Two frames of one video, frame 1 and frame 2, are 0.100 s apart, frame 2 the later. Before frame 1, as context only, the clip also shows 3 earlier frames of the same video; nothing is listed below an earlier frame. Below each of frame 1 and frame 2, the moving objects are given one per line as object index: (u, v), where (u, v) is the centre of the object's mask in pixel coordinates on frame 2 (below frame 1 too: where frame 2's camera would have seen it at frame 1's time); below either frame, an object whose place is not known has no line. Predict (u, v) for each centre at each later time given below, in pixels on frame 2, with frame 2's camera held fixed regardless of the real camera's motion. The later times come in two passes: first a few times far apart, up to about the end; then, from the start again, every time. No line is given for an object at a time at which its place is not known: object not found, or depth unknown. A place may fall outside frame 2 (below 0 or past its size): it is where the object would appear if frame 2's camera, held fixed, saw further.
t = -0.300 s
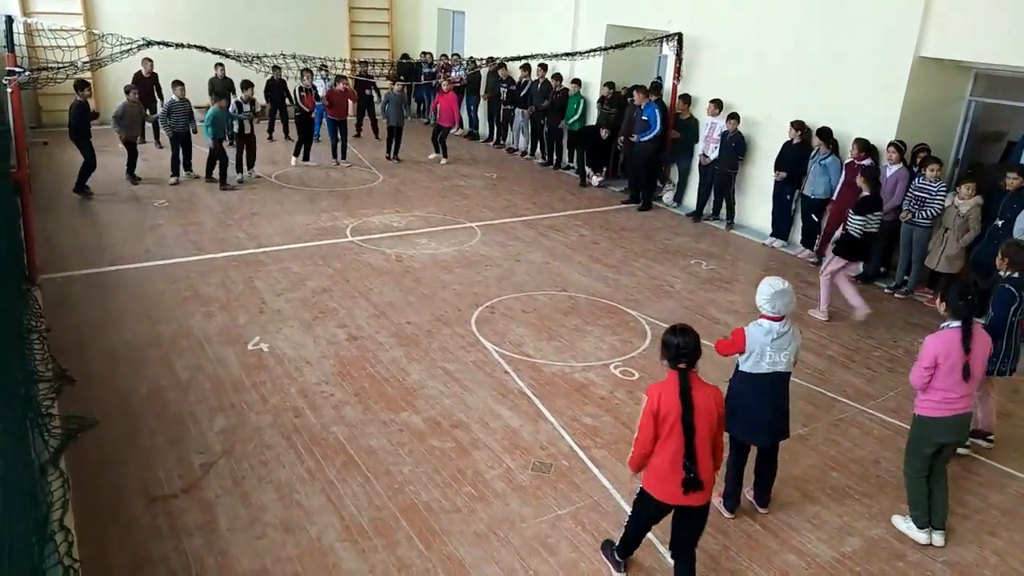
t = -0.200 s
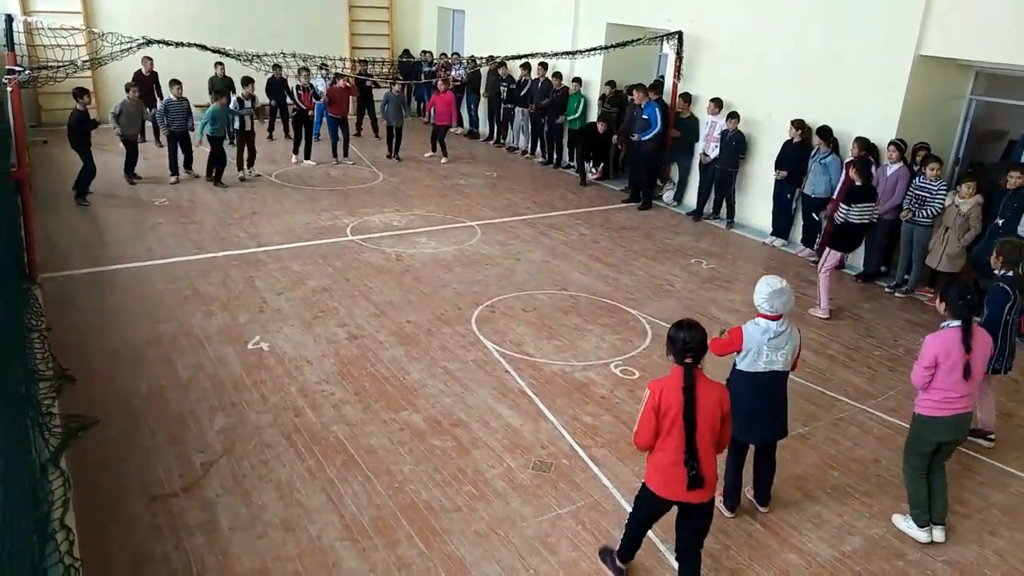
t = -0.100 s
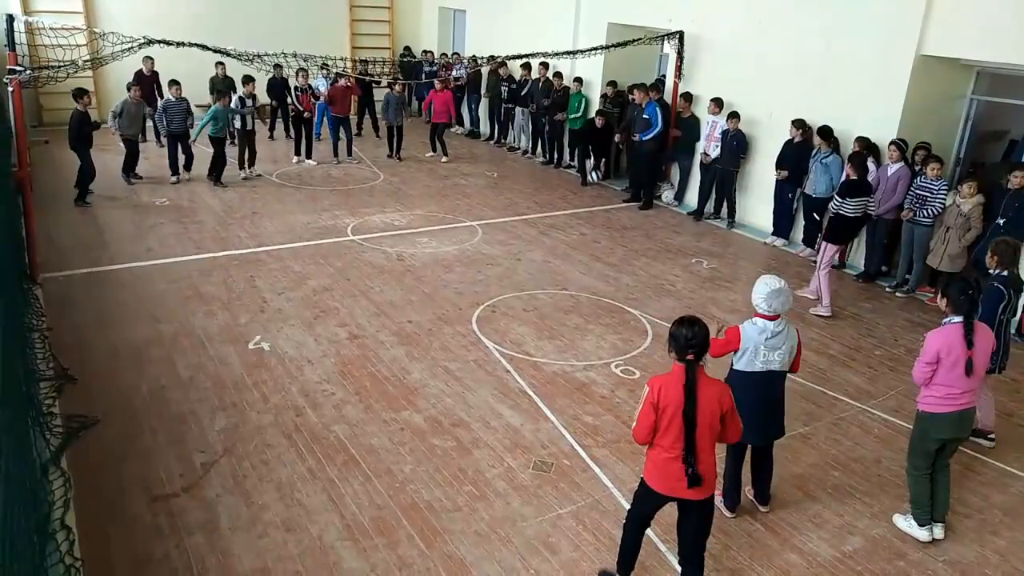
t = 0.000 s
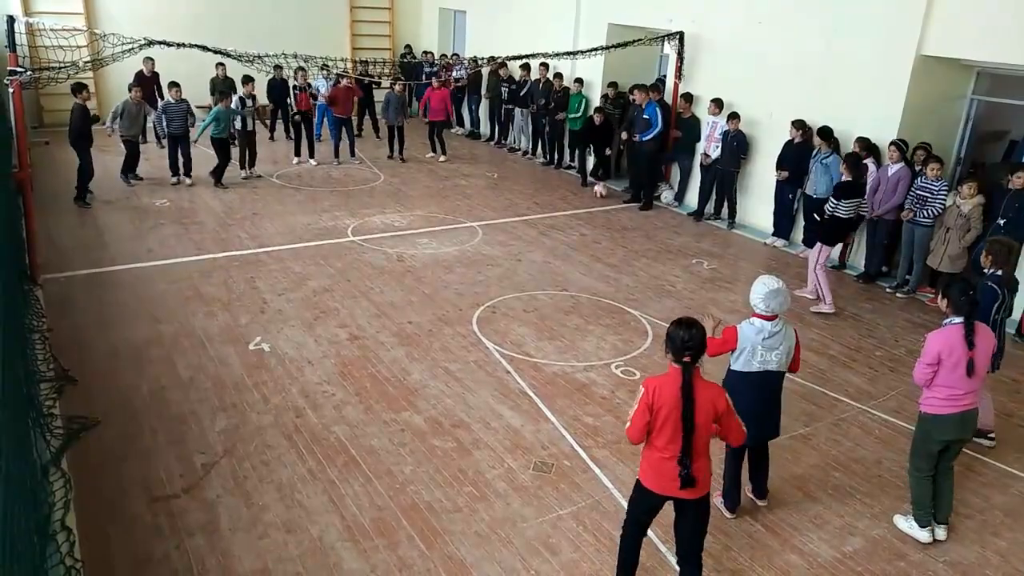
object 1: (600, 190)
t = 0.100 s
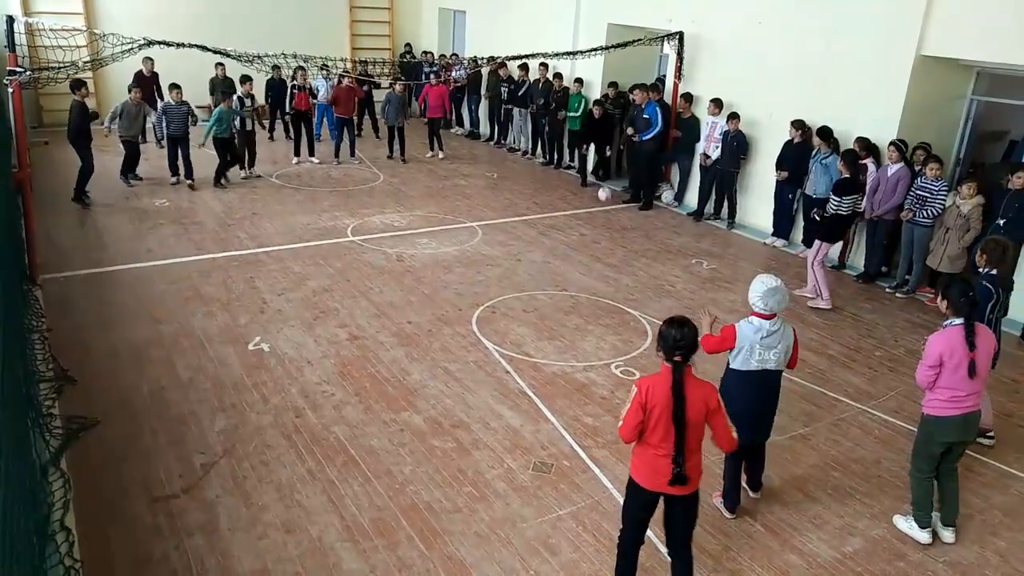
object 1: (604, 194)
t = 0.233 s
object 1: (610, 208)
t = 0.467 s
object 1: (621, 226)
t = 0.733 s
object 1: (633, 245)
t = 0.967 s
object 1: (646, 267)
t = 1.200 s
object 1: (659, 300)
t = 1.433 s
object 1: (674, 332)
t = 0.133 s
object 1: (606, 196)
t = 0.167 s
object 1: (607, 200)
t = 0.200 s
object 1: (610, 206)
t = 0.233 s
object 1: (610, 208)
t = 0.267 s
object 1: (613, 210)
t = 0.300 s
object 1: (614, 213)
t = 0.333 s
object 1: (616, 217)
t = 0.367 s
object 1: (618, 219)
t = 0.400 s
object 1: (618, 221)
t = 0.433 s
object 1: (619, 224)
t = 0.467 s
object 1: (621, 226)
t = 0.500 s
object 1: (623, 228)
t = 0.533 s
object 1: (624, 231)
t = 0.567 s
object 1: (626, 234)
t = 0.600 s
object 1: (627, 238)
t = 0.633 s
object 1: (629, 241)
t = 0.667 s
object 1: (631, 241)
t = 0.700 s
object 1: (632, 243)
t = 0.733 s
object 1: (633, 245)
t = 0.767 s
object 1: (634, 246)
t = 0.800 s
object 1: (636, 252)
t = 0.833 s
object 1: (637, 257)
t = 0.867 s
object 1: (640, 264)
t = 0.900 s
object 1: (642, 266)
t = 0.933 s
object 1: (643, 266)
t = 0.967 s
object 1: (646, 267)
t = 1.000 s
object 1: (647, 270)
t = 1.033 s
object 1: (648, 273)
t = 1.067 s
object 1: (652, 279)
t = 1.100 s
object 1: (653, 286)
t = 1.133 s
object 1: (655, 291)
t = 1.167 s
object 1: (657, 299)
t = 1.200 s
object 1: (659, 300)
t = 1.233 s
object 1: (662, 301)
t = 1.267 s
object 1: (665, 304)
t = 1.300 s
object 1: (667, 308)
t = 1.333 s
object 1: (669, 313)
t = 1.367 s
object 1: (670, 320)
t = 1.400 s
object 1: (673, 328)
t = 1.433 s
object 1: (674, 332)
